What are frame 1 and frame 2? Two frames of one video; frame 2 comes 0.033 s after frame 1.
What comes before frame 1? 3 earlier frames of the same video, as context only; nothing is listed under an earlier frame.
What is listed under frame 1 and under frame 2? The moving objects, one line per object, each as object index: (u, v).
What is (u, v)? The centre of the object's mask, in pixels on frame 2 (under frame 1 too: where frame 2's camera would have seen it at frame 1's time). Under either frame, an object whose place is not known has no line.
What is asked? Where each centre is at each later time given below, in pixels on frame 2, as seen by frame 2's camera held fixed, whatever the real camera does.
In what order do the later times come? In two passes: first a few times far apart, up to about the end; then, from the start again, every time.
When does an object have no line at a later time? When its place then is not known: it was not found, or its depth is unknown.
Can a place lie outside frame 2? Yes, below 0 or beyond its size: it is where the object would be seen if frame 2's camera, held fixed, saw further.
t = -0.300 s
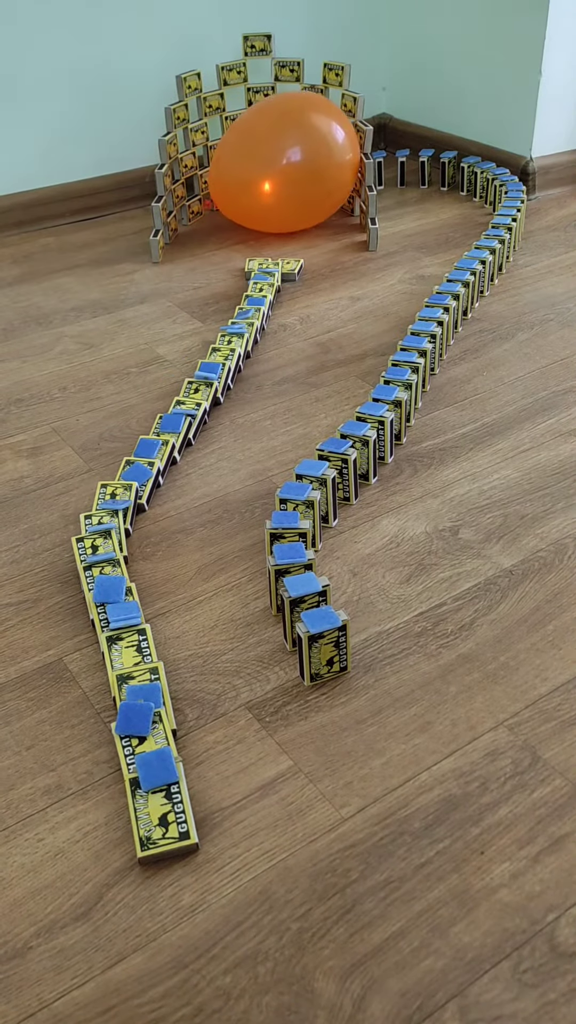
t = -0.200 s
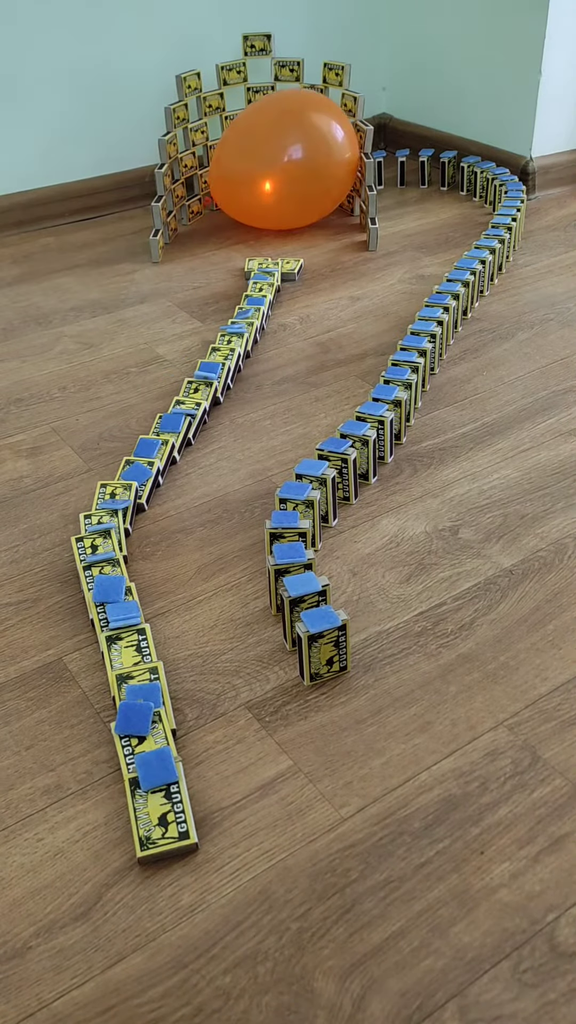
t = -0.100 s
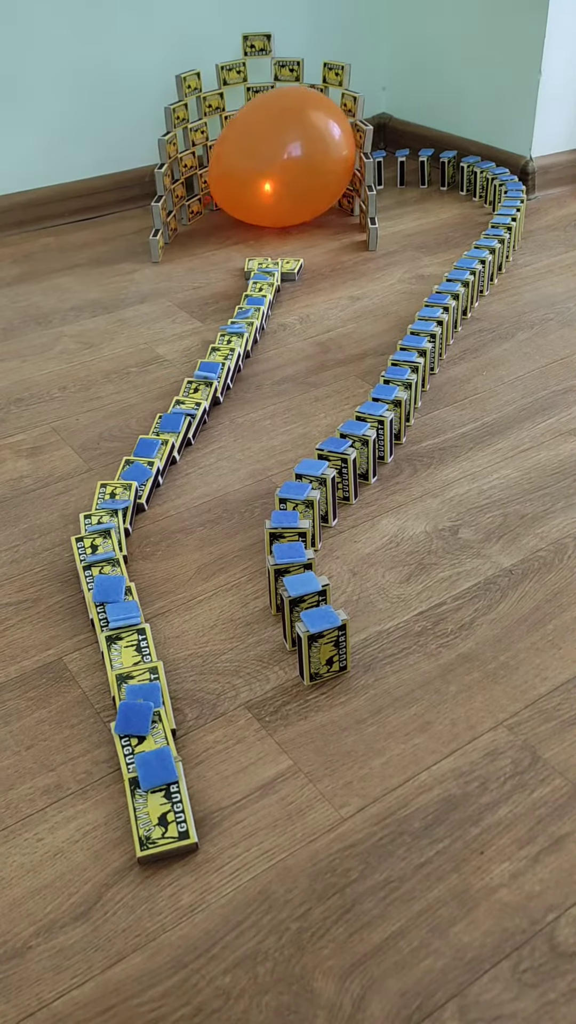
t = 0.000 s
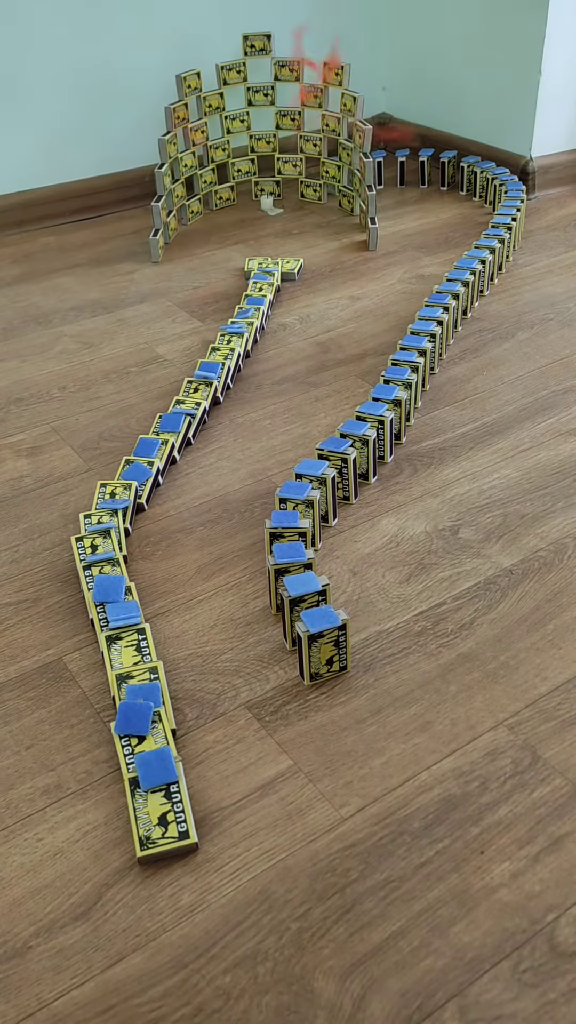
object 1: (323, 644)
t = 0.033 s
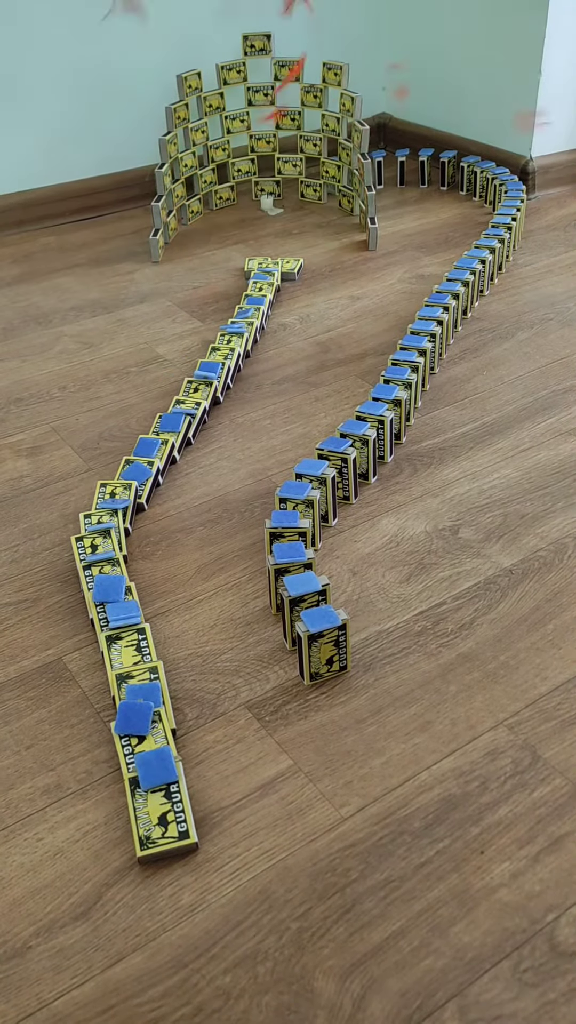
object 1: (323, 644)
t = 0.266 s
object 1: (323, 644)
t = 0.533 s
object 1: (323, 644)
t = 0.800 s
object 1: (323, 644)
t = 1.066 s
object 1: (323, 644)
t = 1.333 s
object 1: (323, 644)
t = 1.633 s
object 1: (323, 644)
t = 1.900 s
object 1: (323, 644)
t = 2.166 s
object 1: (323, 644)
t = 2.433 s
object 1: (323, 644)
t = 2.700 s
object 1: (323, 644)
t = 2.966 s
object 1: (323, 644)
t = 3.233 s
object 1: (323, 644)
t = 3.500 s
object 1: (324, 644)
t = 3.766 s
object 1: (342, 705)
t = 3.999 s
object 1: (342, 706)
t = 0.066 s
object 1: (323, 644)
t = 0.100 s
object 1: (323, 644)
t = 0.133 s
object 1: (323, 644)
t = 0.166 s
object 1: (323, 644)
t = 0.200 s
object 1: (323, 644)
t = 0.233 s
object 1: (323, 644)
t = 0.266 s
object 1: (323, 644)
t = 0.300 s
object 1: (323, 644)
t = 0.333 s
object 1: (323, 644)
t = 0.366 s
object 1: (323, 644)
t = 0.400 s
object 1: (323, 644)
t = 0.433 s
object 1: (323, 644)
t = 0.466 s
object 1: (323, 644)
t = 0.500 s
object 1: (323, 644)
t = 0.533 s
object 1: (323, 644)
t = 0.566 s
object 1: (323, 644)
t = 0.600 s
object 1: (323, 644)
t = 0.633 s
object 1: (323, 644)
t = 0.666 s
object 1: (323, 644)
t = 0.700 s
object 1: (323, 644)
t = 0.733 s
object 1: (323, 644)
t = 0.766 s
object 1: (323, 644)
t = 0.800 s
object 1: (323, 644)
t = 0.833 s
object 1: (323, 644)
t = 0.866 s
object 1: (323, 644)
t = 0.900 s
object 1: (323, 644)
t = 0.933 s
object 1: (323, 644)
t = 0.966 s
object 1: (323, 644)
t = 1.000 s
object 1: (323, 644)
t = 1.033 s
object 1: (323, 644)
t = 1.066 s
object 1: (323, 644)
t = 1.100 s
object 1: (323, 644)
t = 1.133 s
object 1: (323, 644)
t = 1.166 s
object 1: (323, 644)
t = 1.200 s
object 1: (323, 644)
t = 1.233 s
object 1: (323, 644)
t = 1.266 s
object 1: (323, 644)
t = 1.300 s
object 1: (323, 644)
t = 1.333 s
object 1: (323, 644)
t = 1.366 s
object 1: (323, 644)
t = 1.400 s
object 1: (323, 644)
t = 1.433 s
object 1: (323, 644)
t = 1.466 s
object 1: (323, 644)
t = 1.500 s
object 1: (323, 644)
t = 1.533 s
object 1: (323, 644)
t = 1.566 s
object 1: (323, 644)
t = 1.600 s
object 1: (323, 644)
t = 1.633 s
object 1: (323, 644)
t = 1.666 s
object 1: (323, 644)
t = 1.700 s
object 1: (323, 644)
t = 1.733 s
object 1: (323, 644)
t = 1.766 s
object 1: (323, 644)
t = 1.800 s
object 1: (323, 644)
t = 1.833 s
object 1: (323, 644)
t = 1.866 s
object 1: (323, 644)
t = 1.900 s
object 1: (323, 644)
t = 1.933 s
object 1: (323, 644)
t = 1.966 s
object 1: (323, 644)
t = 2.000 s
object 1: (323, 644)
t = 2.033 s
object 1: (323, 644)
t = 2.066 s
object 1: (323, 644)
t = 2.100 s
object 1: (323, 644)
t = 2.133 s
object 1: (323, 644)
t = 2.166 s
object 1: (323, 644)
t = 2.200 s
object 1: (323, 644)
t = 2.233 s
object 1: (323, 644)
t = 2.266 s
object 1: (323, 644)
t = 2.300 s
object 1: (323, 644)
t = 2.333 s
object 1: (323, 644)
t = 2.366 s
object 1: (323, 644)
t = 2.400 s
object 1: (323, 644)
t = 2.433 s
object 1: (323, 644)
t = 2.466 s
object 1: (323, 644)
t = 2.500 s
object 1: (323, 644)
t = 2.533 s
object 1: (323, 644)
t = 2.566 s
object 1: (323, 644)
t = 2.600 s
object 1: (323, 644)
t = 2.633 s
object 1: (323, 644)
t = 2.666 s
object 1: (323, 644)
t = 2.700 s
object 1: (323, 644)
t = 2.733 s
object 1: (323, 644)
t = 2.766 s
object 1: (323, 644)
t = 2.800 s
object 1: (323, 644)
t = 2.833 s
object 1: (323, 644)
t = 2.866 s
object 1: (323, 644)
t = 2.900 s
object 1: (323, 644)
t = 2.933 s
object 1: (323, 644)
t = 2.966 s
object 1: (323, 644)
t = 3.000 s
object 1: (323, 644)
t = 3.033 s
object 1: (323, 644)
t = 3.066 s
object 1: (323, 644)
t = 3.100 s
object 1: (323, 644)
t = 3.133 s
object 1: (323, 644)
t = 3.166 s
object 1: (323, 644)
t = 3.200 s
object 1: (323, 644)
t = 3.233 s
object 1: (323, 644)
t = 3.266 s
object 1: (323, 644)
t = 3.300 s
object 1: (323, 644)
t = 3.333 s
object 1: (323, 644)
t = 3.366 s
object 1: (323, 644)
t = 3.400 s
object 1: (323, 644)
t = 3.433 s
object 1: (323, 644)
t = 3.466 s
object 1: (323, 644)
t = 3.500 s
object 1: (324, 644)
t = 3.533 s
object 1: (327, 646)
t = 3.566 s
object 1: (329, 651)
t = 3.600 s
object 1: (336, 675)
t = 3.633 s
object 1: (341, 704)
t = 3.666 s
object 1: (341, 705)
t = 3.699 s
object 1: (342, 705)
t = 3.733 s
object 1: (342, 706)
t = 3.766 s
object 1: (342, 705)
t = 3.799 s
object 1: (342, 705)
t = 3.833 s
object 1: (342, 705)
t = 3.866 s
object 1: (342, 705)
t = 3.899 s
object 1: (342, 705)
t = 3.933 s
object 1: (342, 705)
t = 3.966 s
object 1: (342, 705)
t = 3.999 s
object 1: (342, 706)
